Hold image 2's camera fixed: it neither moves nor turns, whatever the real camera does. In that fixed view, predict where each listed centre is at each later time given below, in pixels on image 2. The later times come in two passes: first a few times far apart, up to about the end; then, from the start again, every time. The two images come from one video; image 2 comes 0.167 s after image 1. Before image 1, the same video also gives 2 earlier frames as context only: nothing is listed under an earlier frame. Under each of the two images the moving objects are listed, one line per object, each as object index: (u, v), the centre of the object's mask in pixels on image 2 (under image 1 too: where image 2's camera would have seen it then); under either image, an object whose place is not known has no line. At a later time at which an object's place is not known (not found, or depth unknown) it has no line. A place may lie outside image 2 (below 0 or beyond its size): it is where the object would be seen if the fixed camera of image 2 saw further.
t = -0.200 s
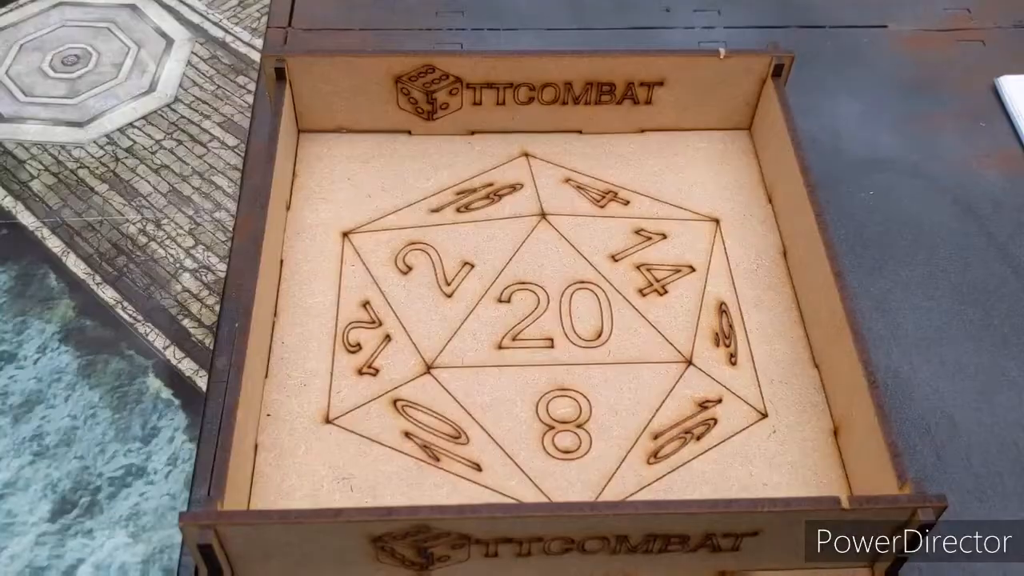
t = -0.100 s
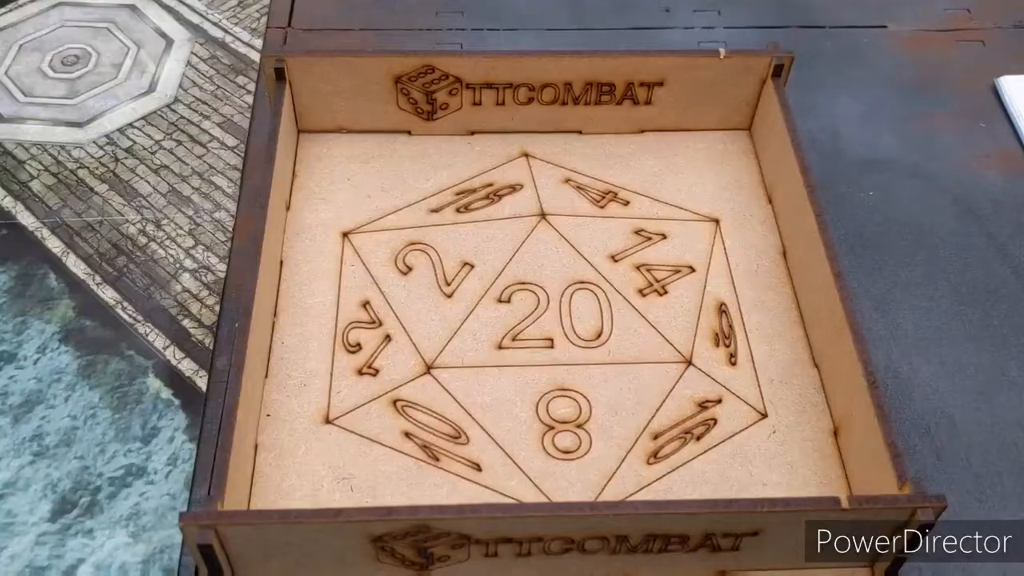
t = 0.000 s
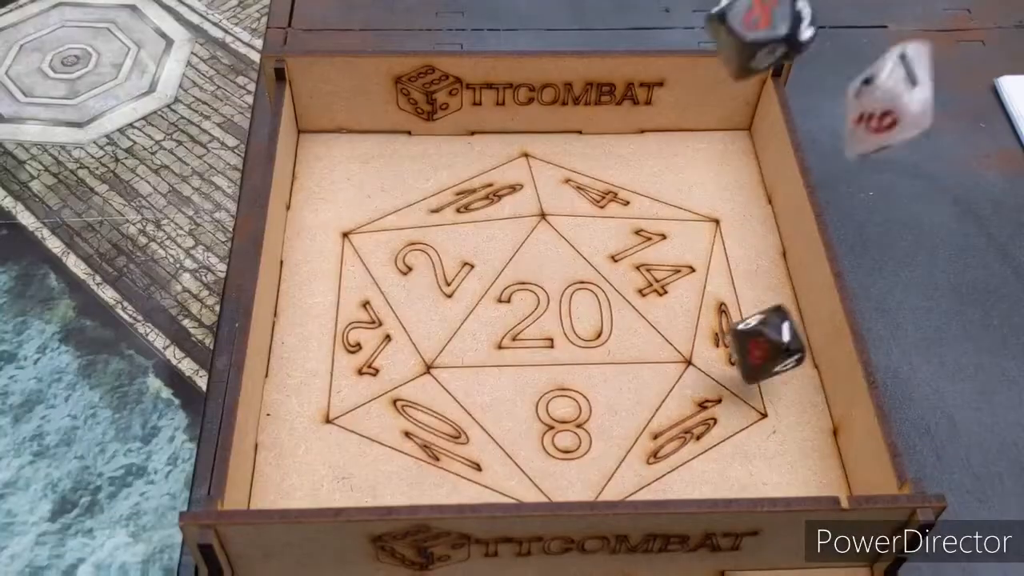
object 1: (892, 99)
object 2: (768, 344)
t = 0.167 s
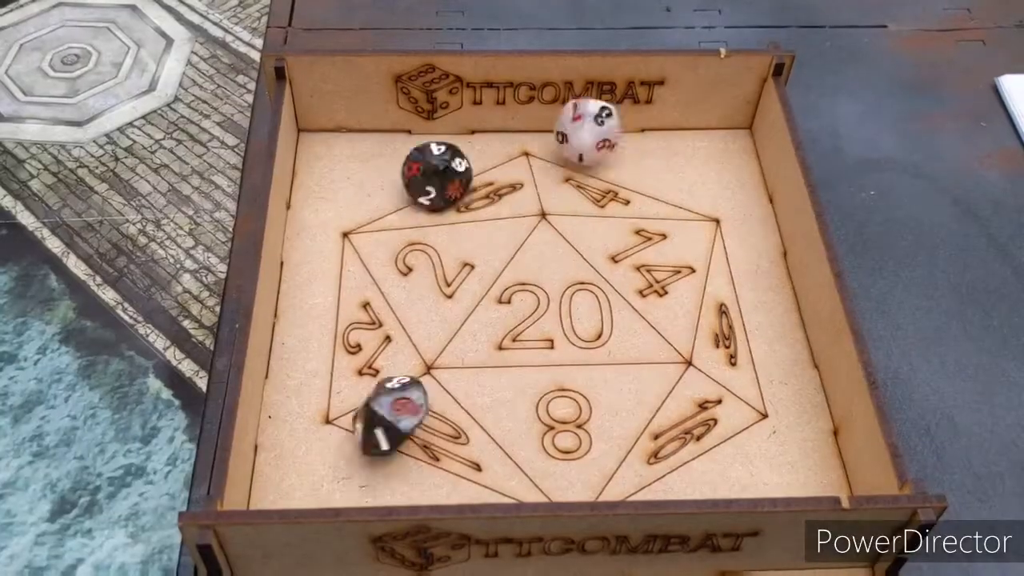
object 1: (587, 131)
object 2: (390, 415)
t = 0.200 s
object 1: (560, 158)
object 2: (316, 429)
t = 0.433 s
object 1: (508, 208)
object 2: (380, 484)
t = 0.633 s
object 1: (507, 208)
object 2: (397, 483)
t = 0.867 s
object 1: (507, 208)
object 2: (398, 483)
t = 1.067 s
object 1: (507, 208)
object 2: (398, 483)
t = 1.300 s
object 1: (507, 208)
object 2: (398, 483)
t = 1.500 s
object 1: (507, 208)
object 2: (398, 483)
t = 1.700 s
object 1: (507, 208)
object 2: (398, 483)
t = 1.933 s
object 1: (507, 208)
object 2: (398, 483)
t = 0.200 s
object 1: (560, 158)
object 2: (316, 429)
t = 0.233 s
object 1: (539, 178)
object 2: (282, 450)
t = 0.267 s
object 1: (523, 190)
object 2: (297, 462)
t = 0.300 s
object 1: (513, 201)
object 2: (312, 472)
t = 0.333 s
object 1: (509, 205)
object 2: (337, 481)
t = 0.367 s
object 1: (508, 208)
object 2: (355, 486)
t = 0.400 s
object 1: (508, 208)
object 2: (369, 485)
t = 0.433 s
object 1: (508, 208)
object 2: (380, 484)
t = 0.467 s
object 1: (507, 208)
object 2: (390, 484)
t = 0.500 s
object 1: (507, 208)
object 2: (398, 484)
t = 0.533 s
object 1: (507, 208)
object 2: (397, 483)
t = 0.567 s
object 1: (507, 208)
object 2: (398, 483)
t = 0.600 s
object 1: (507, 208)
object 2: (398, 483)
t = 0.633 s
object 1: (507, 208)
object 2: (397, 483)
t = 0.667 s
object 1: (508, 208)
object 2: (397, 483)
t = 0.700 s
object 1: (507, 208)
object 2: (398, 483)
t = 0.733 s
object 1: (507, 208)
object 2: (398, 483)
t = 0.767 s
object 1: (507, 208)
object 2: (398, 483)
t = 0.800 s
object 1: (507, 208)
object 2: (398, 483)
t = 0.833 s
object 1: (507, 208)
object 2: (398, 483)
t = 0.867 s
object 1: (507, 208)
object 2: (398, 483)
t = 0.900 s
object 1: (507, 208)
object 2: (398, 483)
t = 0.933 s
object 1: (507, 208)
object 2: (398, 483)
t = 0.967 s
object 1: (507, 208)
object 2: (398, 483)
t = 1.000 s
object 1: (507, 208)
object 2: (398, 483)
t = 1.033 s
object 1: (507, 208)
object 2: (398, 483)
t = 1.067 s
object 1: (507, 208)
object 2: (398, 483)
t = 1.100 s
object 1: (507, 208)
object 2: (398, 483)
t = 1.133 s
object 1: (507, 208)
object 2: (398, 483)
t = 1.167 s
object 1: (507, 208)
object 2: (398, 483)
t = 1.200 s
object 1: (507, 208)
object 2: (398, 483)
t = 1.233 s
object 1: (507, 208)
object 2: (398, 483)
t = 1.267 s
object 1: (507, 208)
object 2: (398, 483)
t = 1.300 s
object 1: (507, 208)
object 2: (398, 483)
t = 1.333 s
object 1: (507, 208)
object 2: (398, 483)
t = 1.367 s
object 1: (507, 208)
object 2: (398, 483)
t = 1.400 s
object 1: (507, 208)
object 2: (398, 483)
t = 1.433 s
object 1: (507, 208)
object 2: (398, 483)
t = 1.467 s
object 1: (507, 208)
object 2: (398, 483)
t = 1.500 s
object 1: (507, 208)
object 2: (398, 483)
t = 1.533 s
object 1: (507, 208)
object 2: (398, 483)
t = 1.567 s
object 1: (507, 208)
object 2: (398, 483)
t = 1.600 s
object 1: (507, 208)
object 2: (398, 483)
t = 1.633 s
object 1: (507, 208)
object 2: (398, 483)
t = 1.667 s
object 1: (507, 208)
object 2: (398, 483)
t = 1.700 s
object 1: (507, 208)
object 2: (398, 483)
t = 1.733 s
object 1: (507, 208)
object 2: (398, 483)
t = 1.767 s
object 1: (507, 208)
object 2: (398, 483)
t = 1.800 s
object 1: (507, 208)
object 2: (398, 483)
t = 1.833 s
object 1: (507, 208)
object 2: (398, 483)
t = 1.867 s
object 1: (507, 208)
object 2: (398, 483)
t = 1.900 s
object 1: (507, 208)
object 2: (398, 483)
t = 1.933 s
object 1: (507, 208)
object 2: (398, 483)
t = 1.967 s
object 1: (507, 208)
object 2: (398, 483)
